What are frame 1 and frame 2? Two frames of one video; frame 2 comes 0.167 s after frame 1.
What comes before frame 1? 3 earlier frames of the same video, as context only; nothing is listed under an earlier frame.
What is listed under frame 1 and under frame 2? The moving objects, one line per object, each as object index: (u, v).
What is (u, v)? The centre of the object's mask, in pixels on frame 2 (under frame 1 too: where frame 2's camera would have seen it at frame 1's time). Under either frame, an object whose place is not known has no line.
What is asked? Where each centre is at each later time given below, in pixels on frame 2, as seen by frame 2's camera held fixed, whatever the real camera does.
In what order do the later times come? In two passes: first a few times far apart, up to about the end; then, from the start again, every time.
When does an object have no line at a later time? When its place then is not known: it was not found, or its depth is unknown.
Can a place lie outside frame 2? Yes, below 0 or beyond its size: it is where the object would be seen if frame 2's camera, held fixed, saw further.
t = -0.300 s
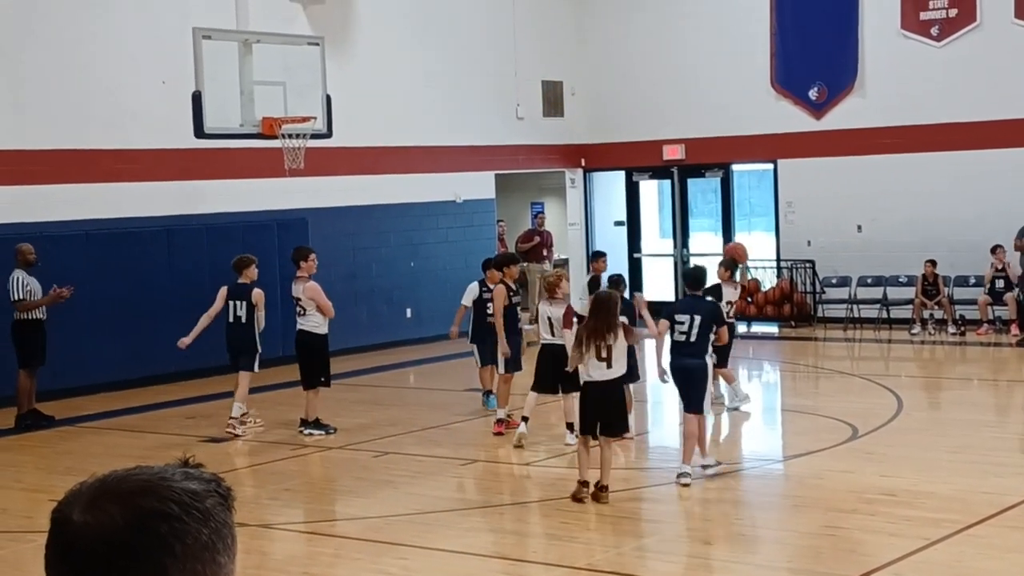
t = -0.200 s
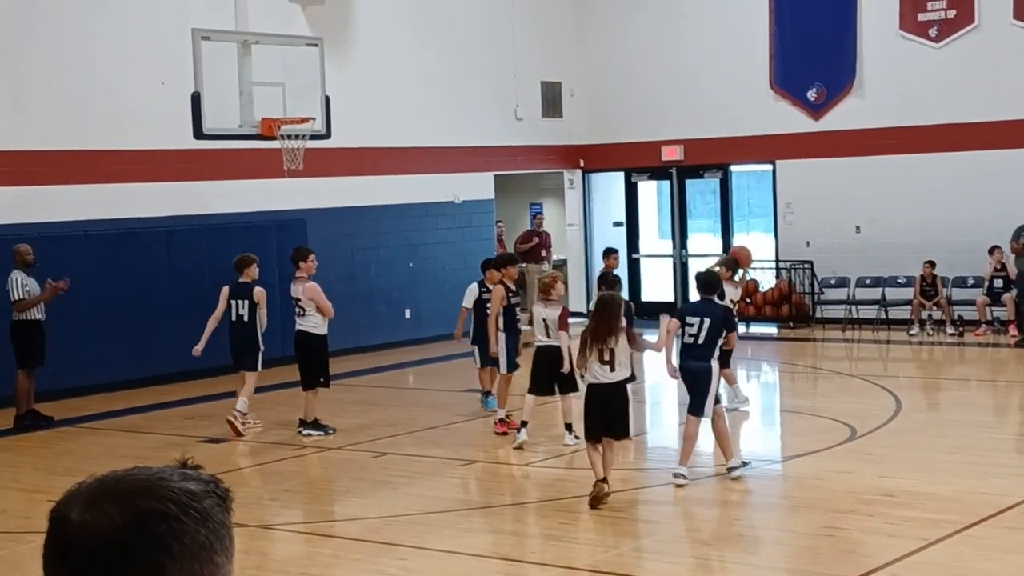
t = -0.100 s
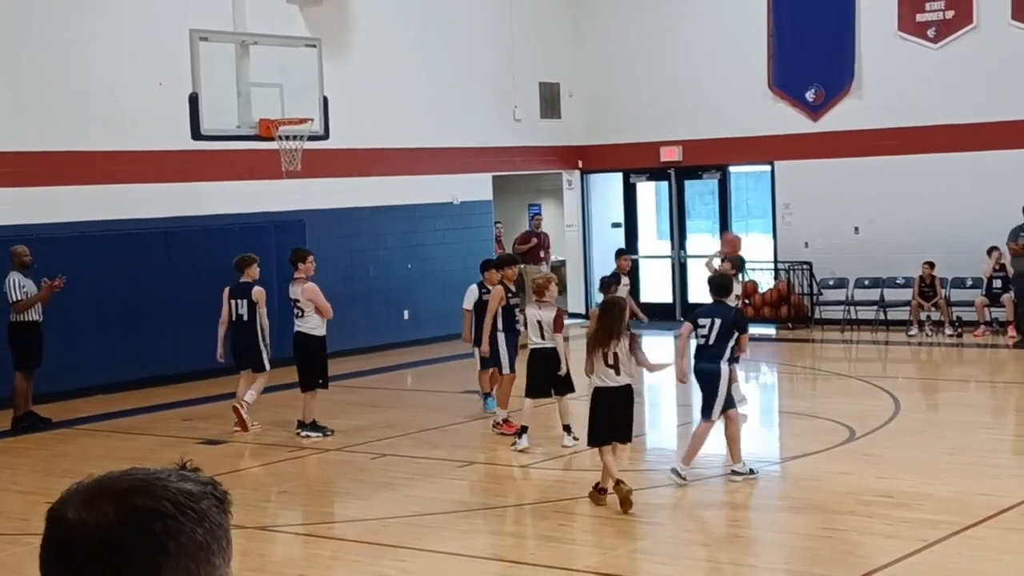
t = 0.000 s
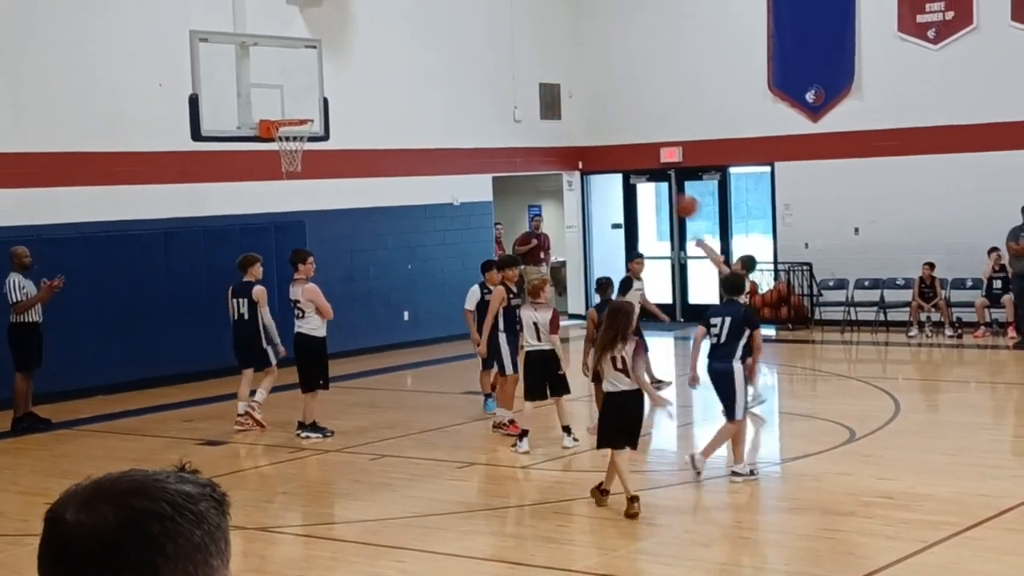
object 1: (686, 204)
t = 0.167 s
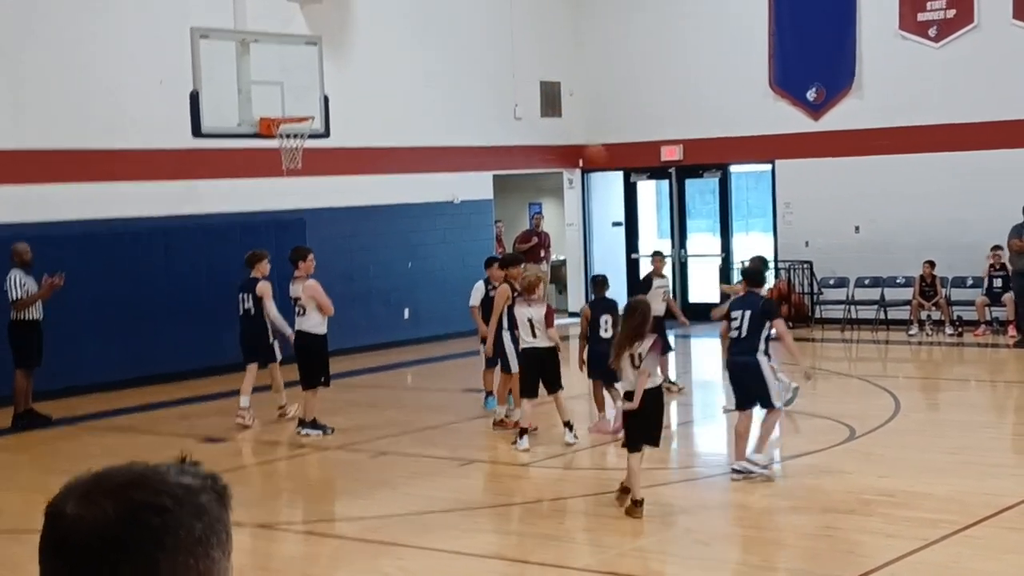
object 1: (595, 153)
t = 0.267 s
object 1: (537, 138)
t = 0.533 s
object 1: (393, 139)
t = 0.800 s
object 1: (252, 211)
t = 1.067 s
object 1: (117, 350)
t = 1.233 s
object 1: (51, 391)
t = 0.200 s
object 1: (578, 148)
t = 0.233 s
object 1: (557, 142)
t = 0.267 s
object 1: (537, 138)
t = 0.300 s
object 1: (518, 134)
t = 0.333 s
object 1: (501, 132)
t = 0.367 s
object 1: (482, 130)
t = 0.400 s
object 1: (465, 130)
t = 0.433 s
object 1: (447, 131)
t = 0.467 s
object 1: (429, 133)
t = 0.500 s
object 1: (411, 135)
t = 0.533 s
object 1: (393, 139)
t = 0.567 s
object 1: (374, 144)
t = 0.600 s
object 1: (356, 151)
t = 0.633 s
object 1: (339, 158)
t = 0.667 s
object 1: (322, 165)
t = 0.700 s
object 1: (305, 175)
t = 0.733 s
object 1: (287, 185)
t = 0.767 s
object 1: (270, 197)
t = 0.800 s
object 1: (252, 211)
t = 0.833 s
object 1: (235, 225)
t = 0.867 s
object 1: (218, 238)
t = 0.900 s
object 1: (201, 254)
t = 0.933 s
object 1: (184, 271)
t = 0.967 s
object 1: (167, 289)
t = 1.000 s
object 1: (150, 308)
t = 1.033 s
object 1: (134, 329)
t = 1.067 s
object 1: (117, 350)
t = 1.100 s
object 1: (100, 373)
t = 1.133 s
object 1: (83, 396)
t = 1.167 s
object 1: (66, 422)
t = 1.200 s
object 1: (57, 407)
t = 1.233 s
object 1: (51, 391)
